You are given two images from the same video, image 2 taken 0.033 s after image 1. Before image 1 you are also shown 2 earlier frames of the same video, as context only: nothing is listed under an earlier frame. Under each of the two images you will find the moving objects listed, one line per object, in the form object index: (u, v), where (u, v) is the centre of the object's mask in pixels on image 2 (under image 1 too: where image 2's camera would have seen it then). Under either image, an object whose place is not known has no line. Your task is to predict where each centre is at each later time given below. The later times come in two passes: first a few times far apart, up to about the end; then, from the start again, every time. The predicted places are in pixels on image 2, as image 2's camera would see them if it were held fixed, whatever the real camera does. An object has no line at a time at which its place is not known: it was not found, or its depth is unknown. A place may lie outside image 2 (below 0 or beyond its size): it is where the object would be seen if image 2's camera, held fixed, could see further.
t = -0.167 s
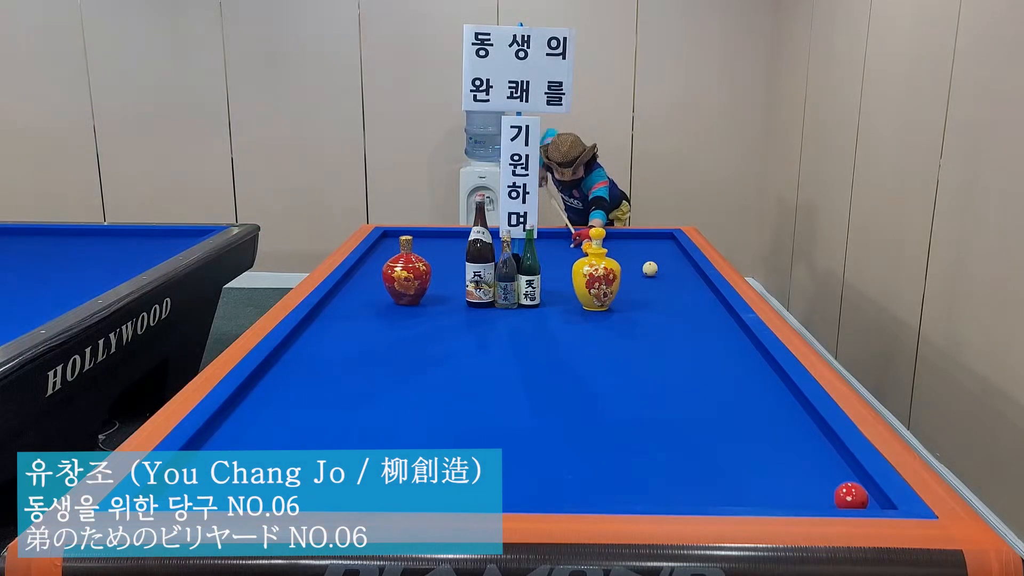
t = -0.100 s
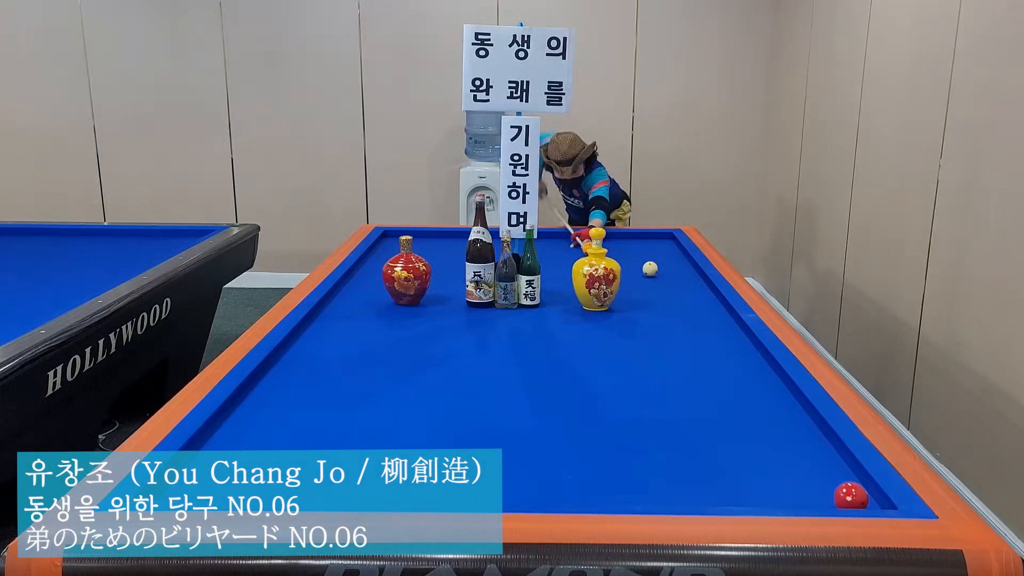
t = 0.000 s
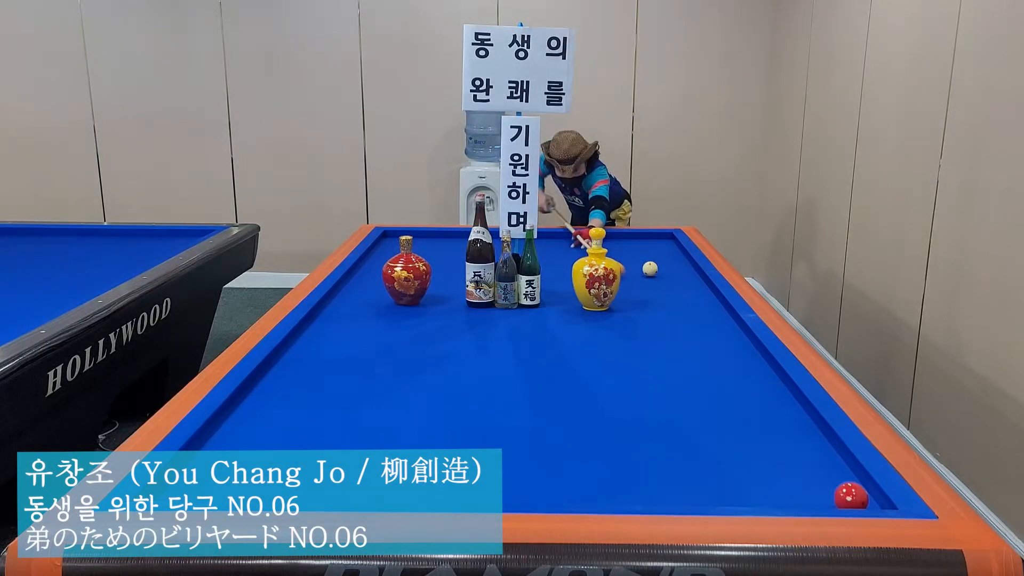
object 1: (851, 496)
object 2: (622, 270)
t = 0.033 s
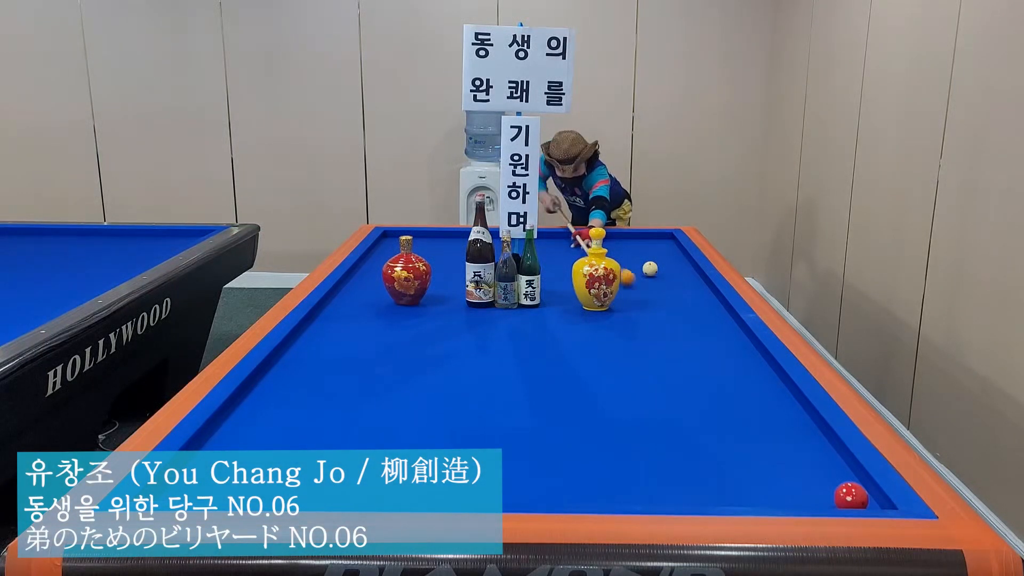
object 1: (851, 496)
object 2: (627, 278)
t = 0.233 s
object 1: (851, 496)
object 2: (703, 337)
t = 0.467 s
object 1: (851, 496)
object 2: (822, 449)
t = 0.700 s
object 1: (812, 448)
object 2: (738, 498)
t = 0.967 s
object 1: (738, 392)
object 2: (575, 480)
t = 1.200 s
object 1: (691, 356)
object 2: (445, 459)
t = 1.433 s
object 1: (654, 328)
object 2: (330, 449)
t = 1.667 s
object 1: (624, 305)
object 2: (220, 437)
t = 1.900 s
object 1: (646, 293)
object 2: (288, 416)
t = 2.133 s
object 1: (666, 282)
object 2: (352, 397)
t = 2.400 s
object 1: (686, 270)
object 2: (414, 378)
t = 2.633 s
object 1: (679, 262)
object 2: (462, 363)
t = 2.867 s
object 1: (662, 254)
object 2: (505, 350)
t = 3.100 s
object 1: (647, 247)
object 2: (544, 338)
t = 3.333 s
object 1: (632, 240)
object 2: (579, 328)
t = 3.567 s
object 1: (619, 235)
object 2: (611, 318)
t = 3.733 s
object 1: (610, 237)
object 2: (632, 312)
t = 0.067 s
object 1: (851, 496)
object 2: (637, 286)
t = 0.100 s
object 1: (851, 496)
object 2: (649, 295)
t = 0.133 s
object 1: (851, 496)
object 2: (661, 304)
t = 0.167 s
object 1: (851, 496)
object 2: (674, 315)
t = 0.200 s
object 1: (851, 496)
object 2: (688, 326)
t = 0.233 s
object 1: (851, 496)
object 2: (703, 337)
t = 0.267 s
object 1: (851, 496)
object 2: (719, 350)
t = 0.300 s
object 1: (851, 496)
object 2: (737, 363)
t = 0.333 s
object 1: (851, 496)
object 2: (756, 378)
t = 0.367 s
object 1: (851, 496)
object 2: (777, 394)
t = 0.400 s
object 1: (851, 496)
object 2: (799, 411)
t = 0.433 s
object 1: (851, 496)
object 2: (816, 430)
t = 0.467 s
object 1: (851, 496)
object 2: (822, 449)
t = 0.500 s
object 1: (851, 496)
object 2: (828, 469)
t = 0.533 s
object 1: (859, 499)
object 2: (826, 485)
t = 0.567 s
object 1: (862, 492)
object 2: (806, 488)
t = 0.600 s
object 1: (856, 480)
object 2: (788, 491)
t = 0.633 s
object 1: (840, 468)
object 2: (770, 493)
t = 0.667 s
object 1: (825, 458)
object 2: (754, 496)
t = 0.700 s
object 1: (812, 448)
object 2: (738, 498)
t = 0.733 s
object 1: (800, 440)
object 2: (716, 496)
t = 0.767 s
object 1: (790, 432)
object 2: (694, 493)
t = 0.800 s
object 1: (780, 424)
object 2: (674, 491)
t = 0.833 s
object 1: (771, 418)
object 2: (653, 489)
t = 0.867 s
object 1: (763, 411)
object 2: (633, 487)
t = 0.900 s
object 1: (754, 404)
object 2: (614, 485)
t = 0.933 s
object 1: (746, 398)
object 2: (594, 482)
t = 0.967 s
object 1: (738, 392)
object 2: (575, 480)
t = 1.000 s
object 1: (731, 386)
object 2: (556, 477)
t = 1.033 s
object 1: (724, 381)
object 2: (537, 475)
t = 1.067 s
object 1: (717, 376)
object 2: (519, 473)
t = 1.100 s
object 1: (710, 371)
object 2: (502, 470)
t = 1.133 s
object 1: (703, 366)
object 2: (483, 468)
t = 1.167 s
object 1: (697, 361)
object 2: (467, 465)
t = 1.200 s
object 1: (691, 356)
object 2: (445, 459)
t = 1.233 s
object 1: (685, 352)
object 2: (432, 459)
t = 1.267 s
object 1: (680, 348)
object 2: (414, 458)
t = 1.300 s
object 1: (674, 343)
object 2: (395, 453)
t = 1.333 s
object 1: (669, 340)
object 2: (378, 454)
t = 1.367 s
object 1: (664, 335)
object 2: (363, 455)
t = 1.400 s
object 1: (659, 332)
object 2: (346, 452)
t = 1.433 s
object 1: (654, 328)
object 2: (330, 449)
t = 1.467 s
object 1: (649, 325)
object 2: (313, 447)
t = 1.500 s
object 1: (645, 321)
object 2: (297, 445)
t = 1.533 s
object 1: (640, 318)
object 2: (281, 443)
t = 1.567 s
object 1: (636, 315)
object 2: (266, 440)
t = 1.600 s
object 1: (632, 311)
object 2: (250, 439)
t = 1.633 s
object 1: (628, 308)
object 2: (235, 438)
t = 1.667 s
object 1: (624, 305)
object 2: (220, 437)
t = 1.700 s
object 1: (623, 303)
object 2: (208, 436)
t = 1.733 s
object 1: (628, 300)
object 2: (224, 432)
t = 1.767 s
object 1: (632, 300)
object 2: (239, 429)
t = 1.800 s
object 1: (636, 298)
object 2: (253, 425)
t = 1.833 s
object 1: (640, 297)
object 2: (266, 422)
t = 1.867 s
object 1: (643, 295)
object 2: (278, 419)
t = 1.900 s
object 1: (646, 293)
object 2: (288, 416)
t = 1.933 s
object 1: (649, 291)
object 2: (298, 413)
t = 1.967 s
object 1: (652, 290)
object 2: (307, 410)
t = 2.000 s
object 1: (655, 288)
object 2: (317, 407)
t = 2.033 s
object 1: (657, 286)
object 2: (326, 405)
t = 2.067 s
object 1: (661, 285)
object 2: (334, 402)
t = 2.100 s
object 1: (663, 283)
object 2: (343, 399)
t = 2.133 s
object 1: (666, 282)
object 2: (352, 397)
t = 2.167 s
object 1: (668, 280)
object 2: (360, 394)
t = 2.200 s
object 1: (671, 279)
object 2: (368, 392)
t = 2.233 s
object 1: (674, 277)
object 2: (376, 389)
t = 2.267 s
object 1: (676, 276)
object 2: (384, 387)
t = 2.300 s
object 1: (679, 275)
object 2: (392, 384)
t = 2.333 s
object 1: (681, 273)
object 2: (399, 382)
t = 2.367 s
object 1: (683, 272)
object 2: (407, 380)
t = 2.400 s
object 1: (686, 270)
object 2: (414, 378)
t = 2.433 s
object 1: (688, 269)
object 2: (421, 376)
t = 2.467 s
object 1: (690, 268)
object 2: (428, 373)
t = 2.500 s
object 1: (690, 267)
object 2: (436, 371)
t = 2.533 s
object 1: (687, 265)
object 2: (442, 369)
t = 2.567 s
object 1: (684, 264)
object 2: (449, 367)
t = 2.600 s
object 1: (682, 263)
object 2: (455, 365)
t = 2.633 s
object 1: (679, 262)
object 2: (462, 363)
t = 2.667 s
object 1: (677, 261)
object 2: (468, 361)
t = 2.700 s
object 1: (674, 259)
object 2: (475, 359)
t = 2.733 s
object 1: (672, 258)
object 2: (481, 358)
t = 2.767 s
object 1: (669, 257)
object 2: (487, 356)
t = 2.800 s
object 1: (667, 256)
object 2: (493, 354)
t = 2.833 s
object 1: (664, 255)
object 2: (499, 352)
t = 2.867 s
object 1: (662, 254)
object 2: (505, 350)
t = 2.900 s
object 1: (660, 253)
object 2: (511, 348)
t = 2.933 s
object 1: (658, 251)
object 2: (516, 347)
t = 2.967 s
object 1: (655, 251)
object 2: (522, 345)
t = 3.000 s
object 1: (653, 250)
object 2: (528, 343)
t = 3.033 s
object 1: (651, 248)
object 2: (533, 342)
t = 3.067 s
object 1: (649, 248)
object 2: (539, 340)
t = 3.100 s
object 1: (647, 247)
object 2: (544, 338)
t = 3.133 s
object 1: (645, 246)
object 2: (549, 337)
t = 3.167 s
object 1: (642, 245)
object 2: (554, 335)
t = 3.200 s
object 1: (640, 244)
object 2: (559, 334)
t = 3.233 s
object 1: (638, 243)
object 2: (564, 333)
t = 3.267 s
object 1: (636, 242)
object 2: (569, 331)
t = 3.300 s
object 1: (634, 241)
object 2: (574, 329)
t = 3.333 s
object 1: (632, 240)
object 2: (579, 328)
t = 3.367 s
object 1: (630, 239)
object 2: (583, 326)
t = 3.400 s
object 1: (628, 238)
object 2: (588, 325)
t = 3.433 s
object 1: (627, 237)
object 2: (593, 324)
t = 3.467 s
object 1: (625, 237)
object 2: (597, 322)
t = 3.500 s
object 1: (623, 236)
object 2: (602, 321)
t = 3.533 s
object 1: (621, 235)
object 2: (606, 320)
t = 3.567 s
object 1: (619, 235)
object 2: (611, 318)
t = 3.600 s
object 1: (617, 235)
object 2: (615, 317)
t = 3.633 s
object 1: (615, 235)
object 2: (620, 316)
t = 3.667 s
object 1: (613, 236)
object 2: (624, 315)
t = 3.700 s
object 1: (611, 236)
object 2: (628, 313)
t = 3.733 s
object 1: (610, 237)
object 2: (632, 312)
